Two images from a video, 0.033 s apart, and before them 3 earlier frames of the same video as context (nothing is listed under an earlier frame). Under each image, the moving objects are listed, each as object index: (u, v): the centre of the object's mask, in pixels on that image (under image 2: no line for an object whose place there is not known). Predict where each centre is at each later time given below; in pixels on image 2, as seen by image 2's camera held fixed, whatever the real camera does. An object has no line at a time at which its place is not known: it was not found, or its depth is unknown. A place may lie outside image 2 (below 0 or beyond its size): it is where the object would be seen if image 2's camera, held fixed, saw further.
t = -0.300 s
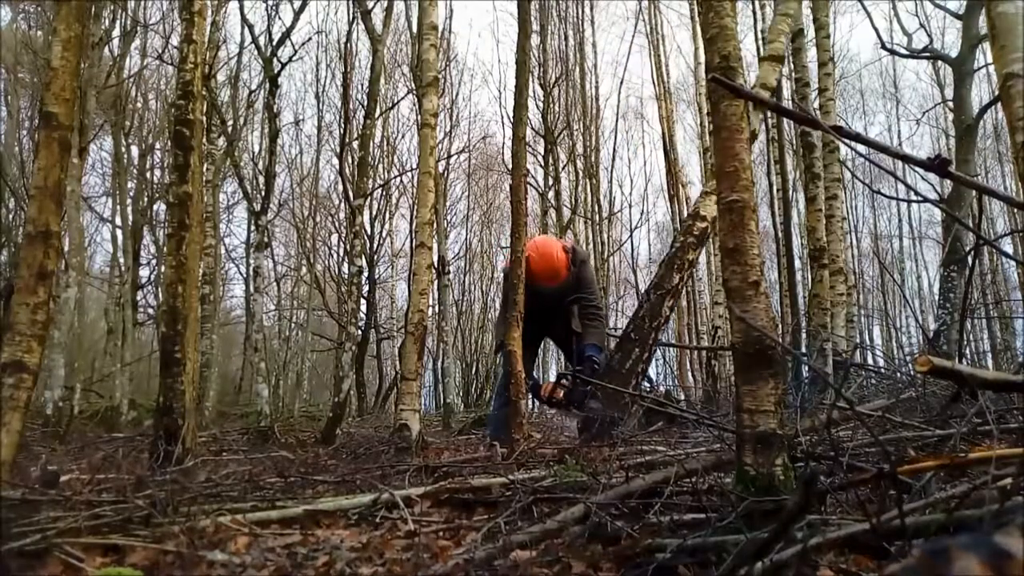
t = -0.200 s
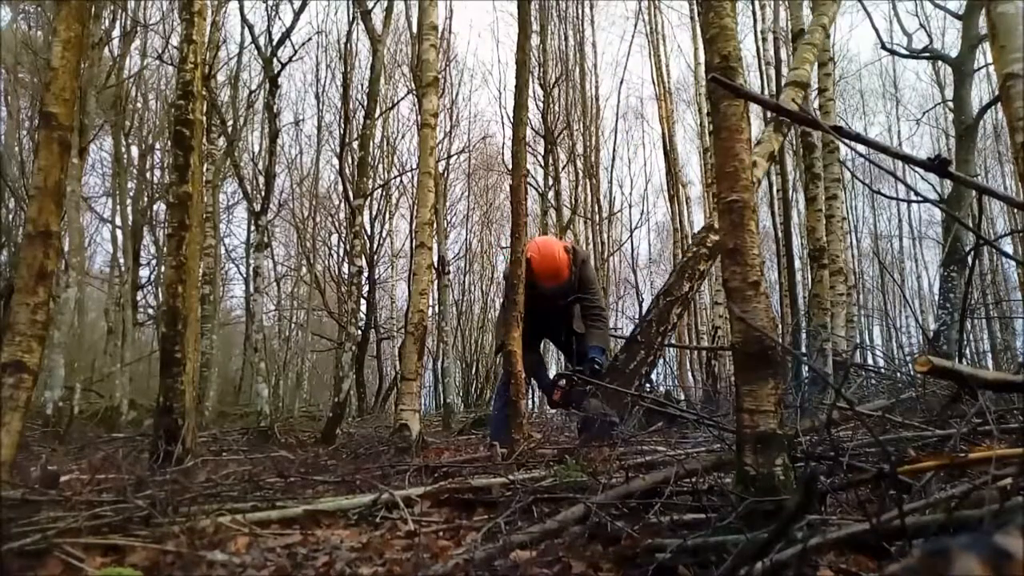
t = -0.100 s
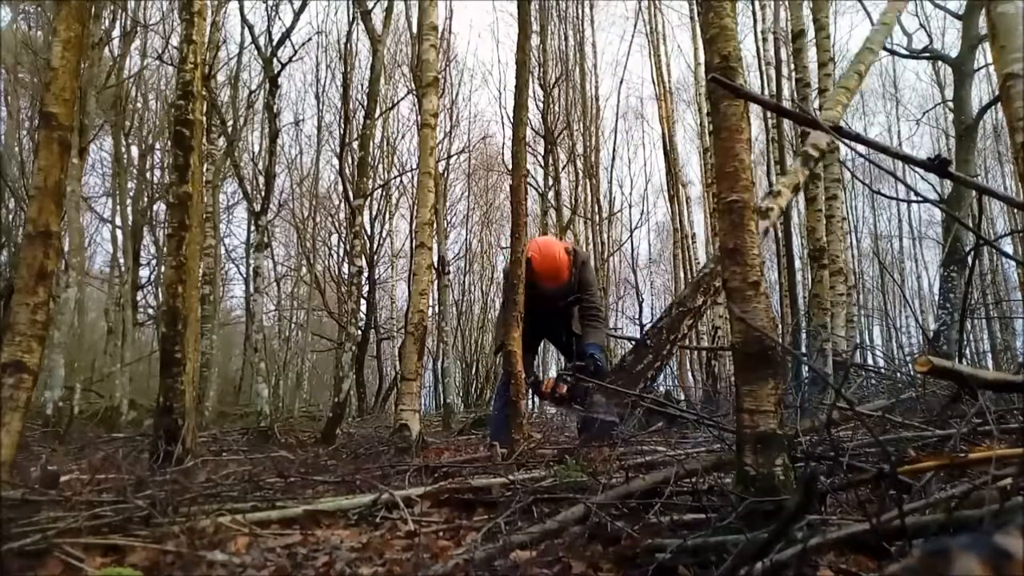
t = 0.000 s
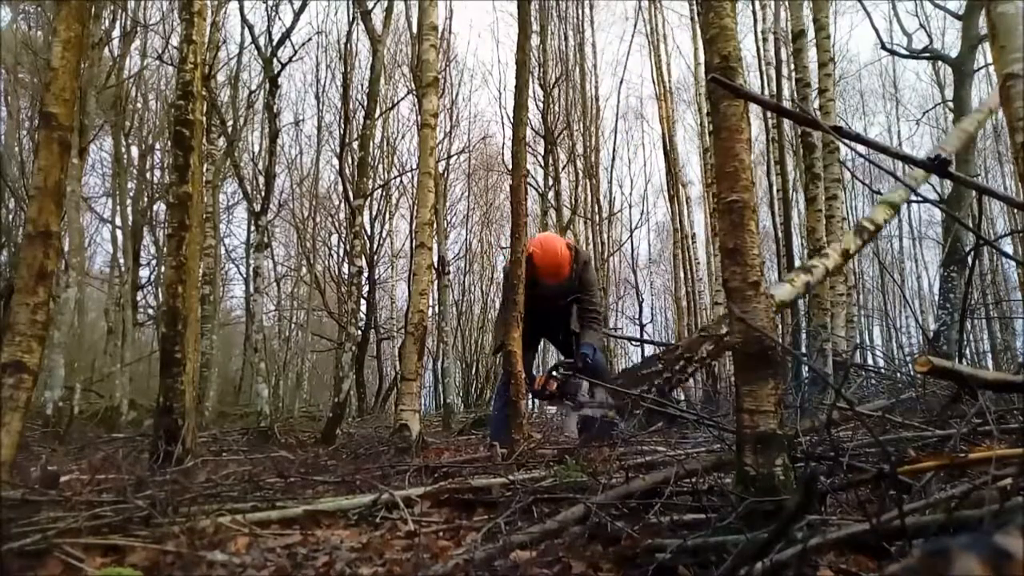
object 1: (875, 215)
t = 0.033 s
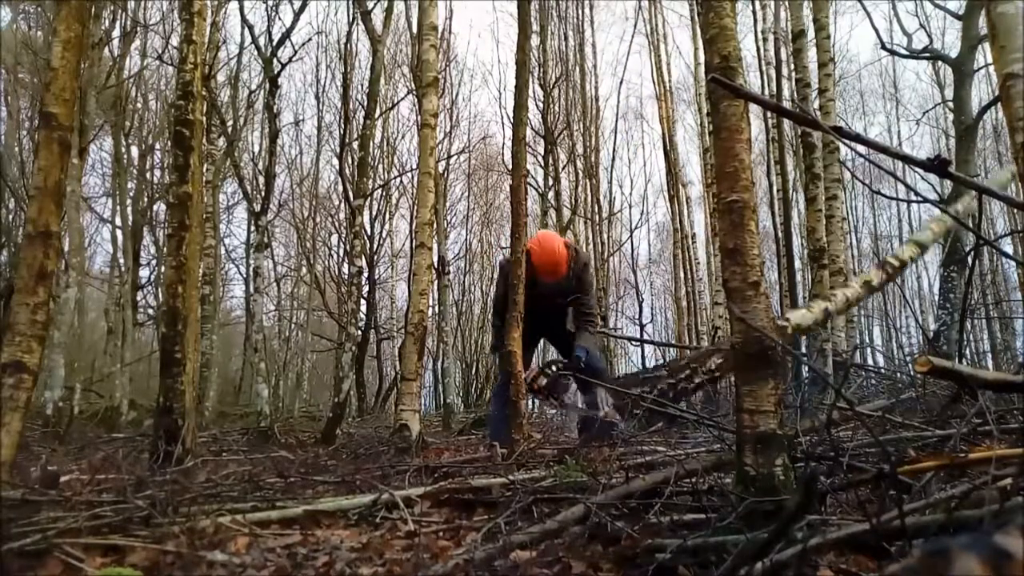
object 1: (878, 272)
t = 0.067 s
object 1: (885, 317)
